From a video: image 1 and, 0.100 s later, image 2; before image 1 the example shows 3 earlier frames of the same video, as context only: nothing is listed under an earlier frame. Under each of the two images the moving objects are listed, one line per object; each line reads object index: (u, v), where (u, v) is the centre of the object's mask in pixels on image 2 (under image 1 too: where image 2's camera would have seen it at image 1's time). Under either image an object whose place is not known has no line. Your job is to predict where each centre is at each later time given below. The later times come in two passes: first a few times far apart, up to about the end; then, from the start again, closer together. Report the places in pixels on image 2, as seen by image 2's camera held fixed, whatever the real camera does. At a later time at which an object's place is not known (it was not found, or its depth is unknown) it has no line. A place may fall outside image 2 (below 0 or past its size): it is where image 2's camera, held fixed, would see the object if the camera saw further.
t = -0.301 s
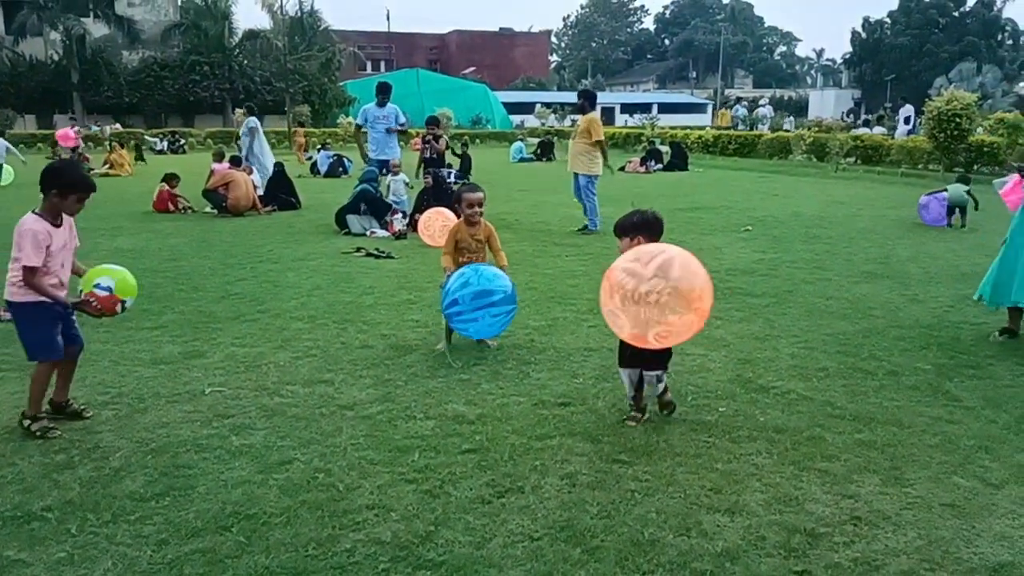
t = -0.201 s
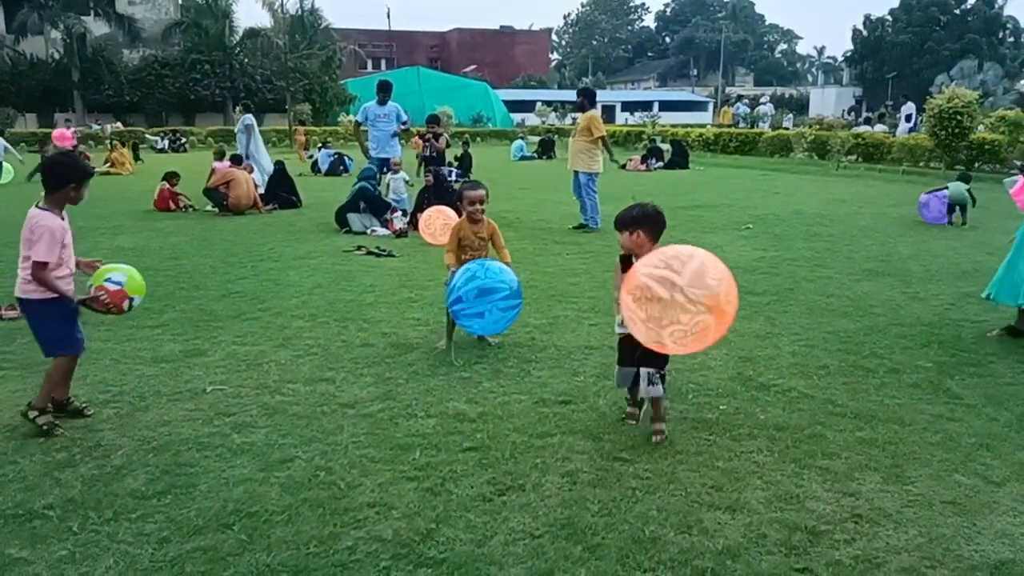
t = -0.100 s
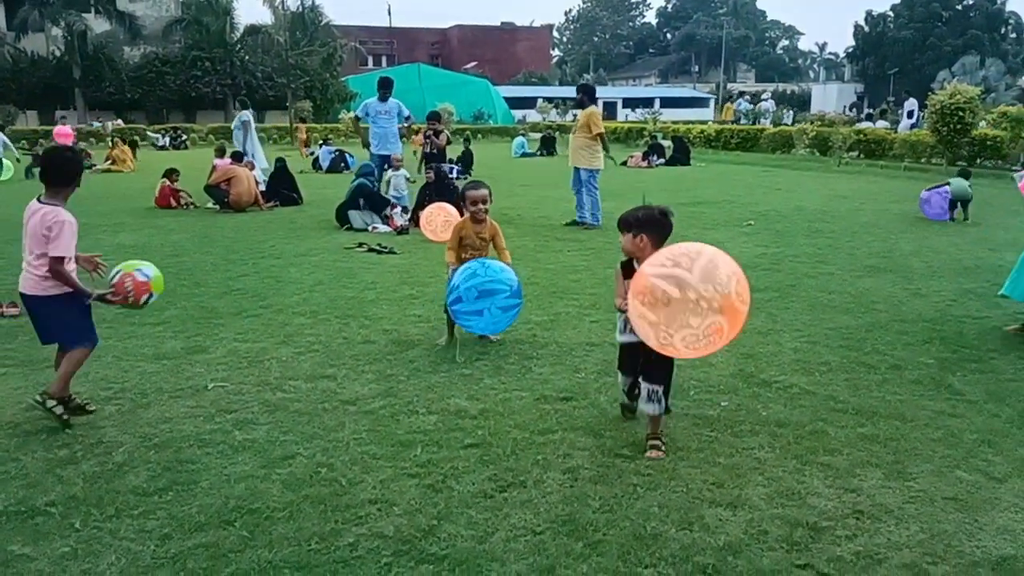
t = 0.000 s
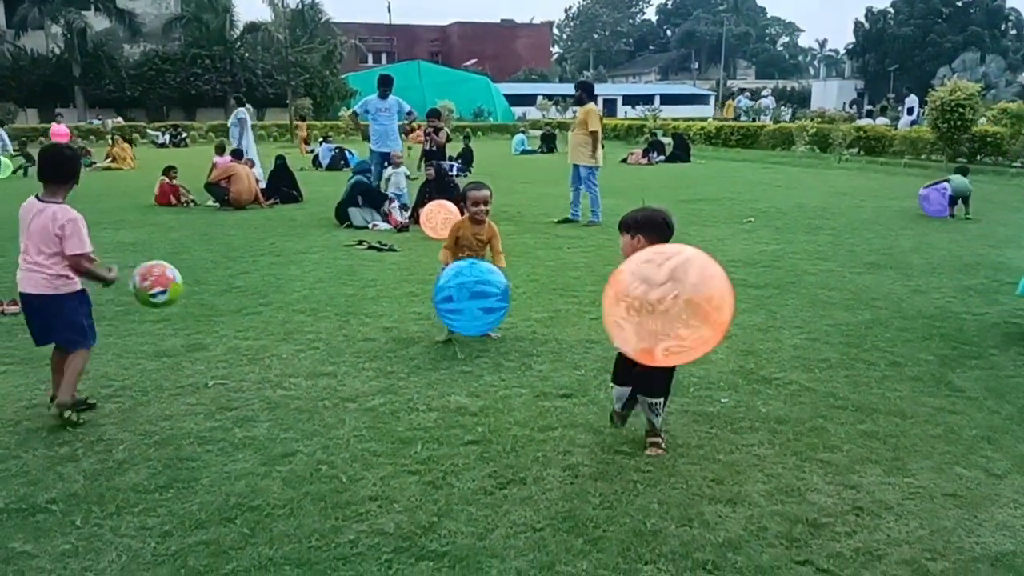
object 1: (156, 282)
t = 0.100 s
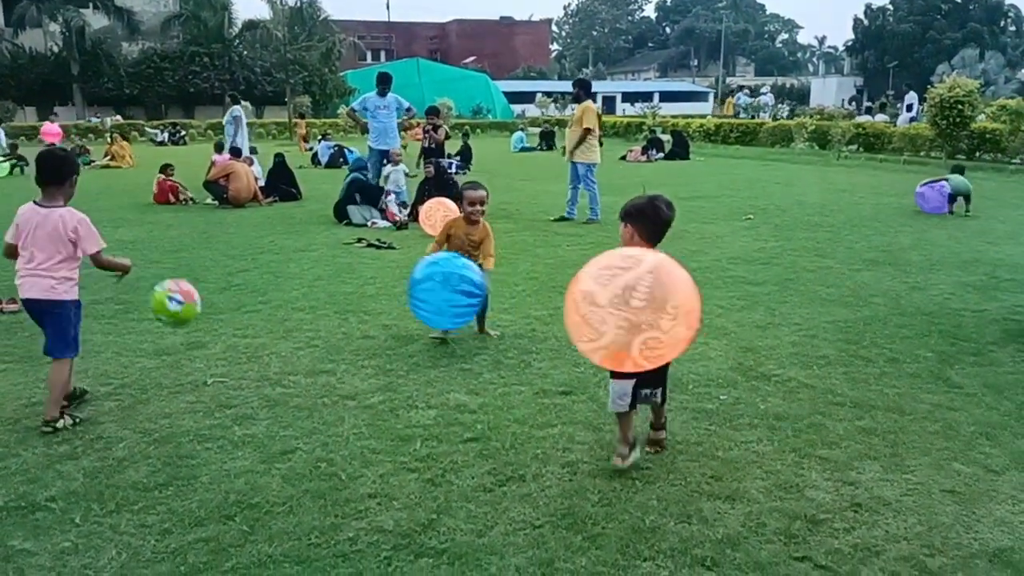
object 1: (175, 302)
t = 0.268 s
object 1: (207, 336)
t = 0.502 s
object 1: (236, 304)
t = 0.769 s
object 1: (268, 309)
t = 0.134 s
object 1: (182, 313)
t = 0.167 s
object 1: (190, 325)
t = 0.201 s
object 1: (197, 339)
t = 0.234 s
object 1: (203, 349)
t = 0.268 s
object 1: (207, 336)
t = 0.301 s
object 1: (211, 326)
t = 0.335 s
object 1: (215, 317)
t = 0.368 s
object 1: (219, 311)
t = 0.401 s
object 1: (223, 306)
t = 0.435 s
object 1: (227, 304)
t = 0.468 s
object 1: (232, 303)
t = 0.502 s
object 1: (236, 304)
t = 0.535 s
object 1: (240, 307)
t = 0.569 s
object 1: (245, 312)
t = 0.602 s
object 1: (249, 319)
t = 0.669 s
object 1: (258, 321)
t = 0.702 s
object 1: (262, 315)
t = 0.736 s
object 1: (264, 311)
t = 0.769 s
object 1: (268, 309)
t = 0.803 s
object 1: (272, 308)
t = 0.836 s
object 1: (274, 310)
